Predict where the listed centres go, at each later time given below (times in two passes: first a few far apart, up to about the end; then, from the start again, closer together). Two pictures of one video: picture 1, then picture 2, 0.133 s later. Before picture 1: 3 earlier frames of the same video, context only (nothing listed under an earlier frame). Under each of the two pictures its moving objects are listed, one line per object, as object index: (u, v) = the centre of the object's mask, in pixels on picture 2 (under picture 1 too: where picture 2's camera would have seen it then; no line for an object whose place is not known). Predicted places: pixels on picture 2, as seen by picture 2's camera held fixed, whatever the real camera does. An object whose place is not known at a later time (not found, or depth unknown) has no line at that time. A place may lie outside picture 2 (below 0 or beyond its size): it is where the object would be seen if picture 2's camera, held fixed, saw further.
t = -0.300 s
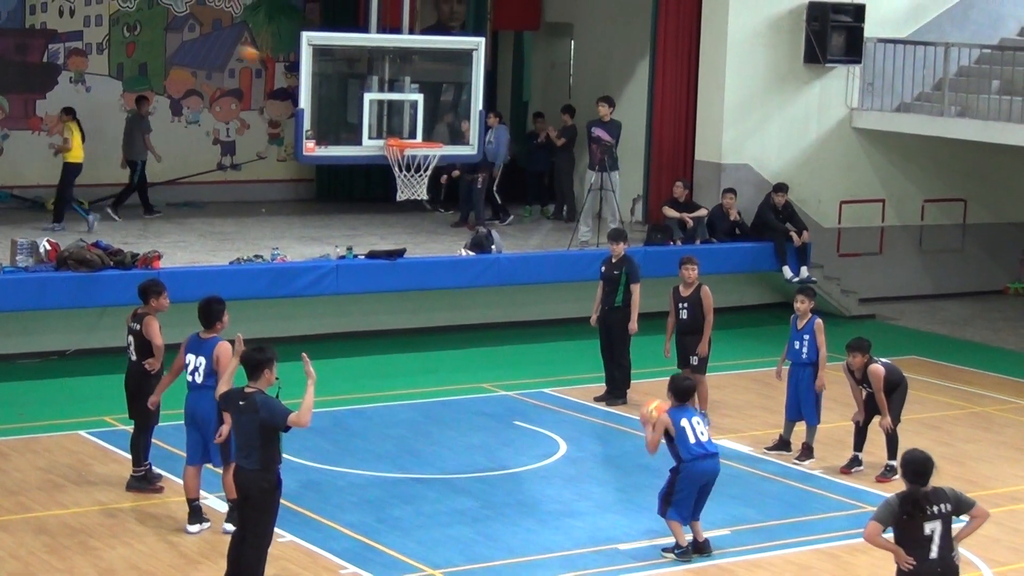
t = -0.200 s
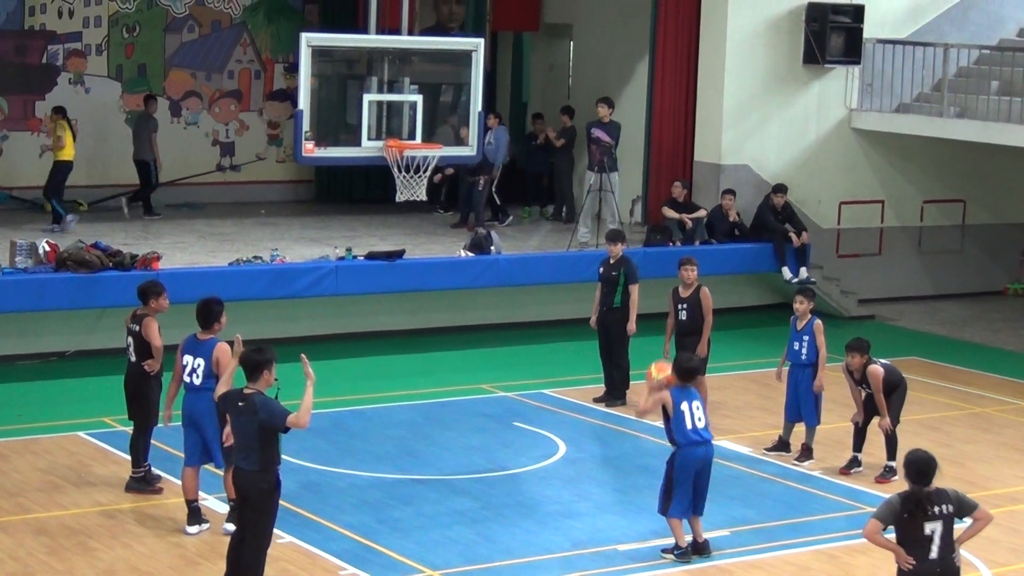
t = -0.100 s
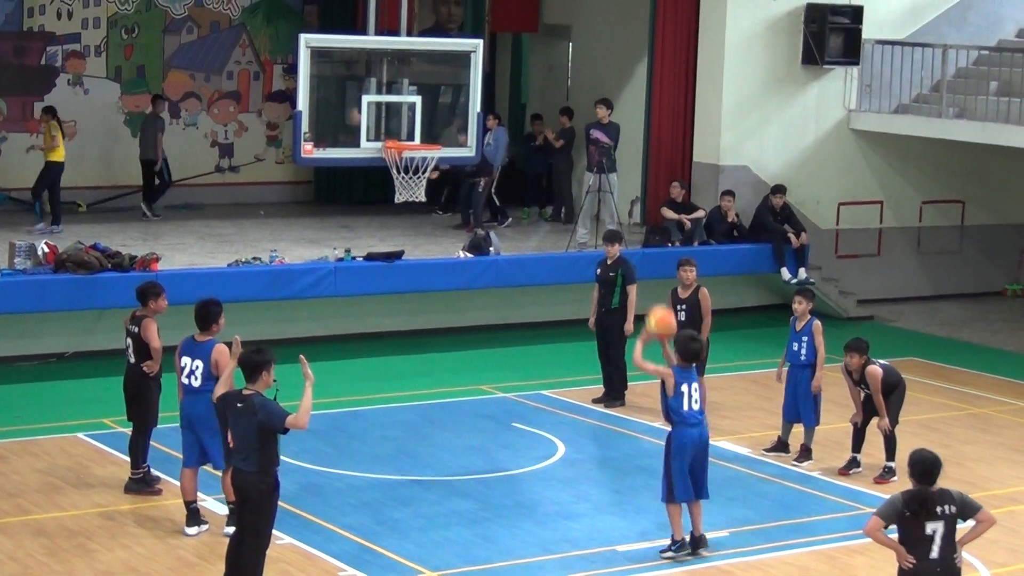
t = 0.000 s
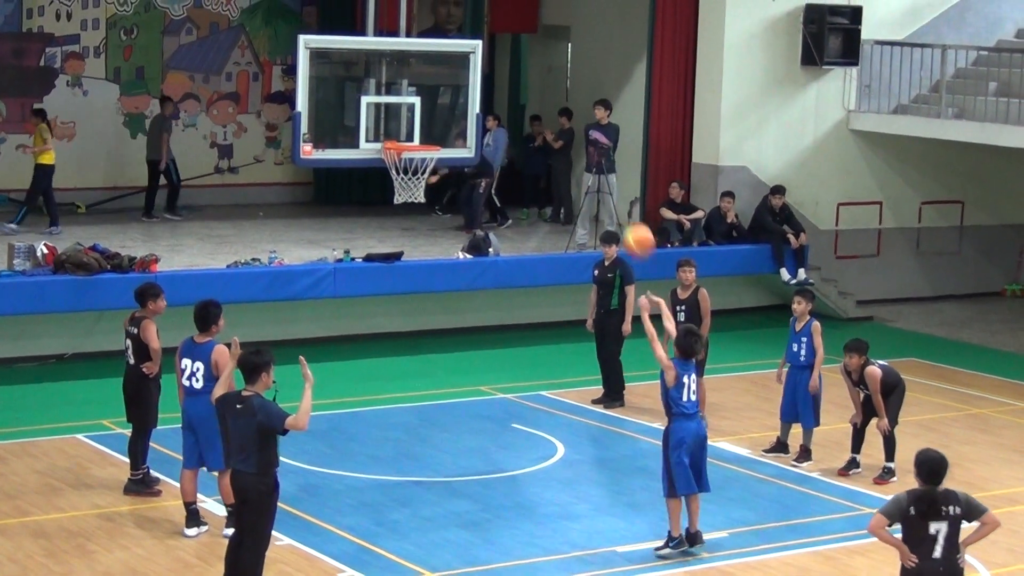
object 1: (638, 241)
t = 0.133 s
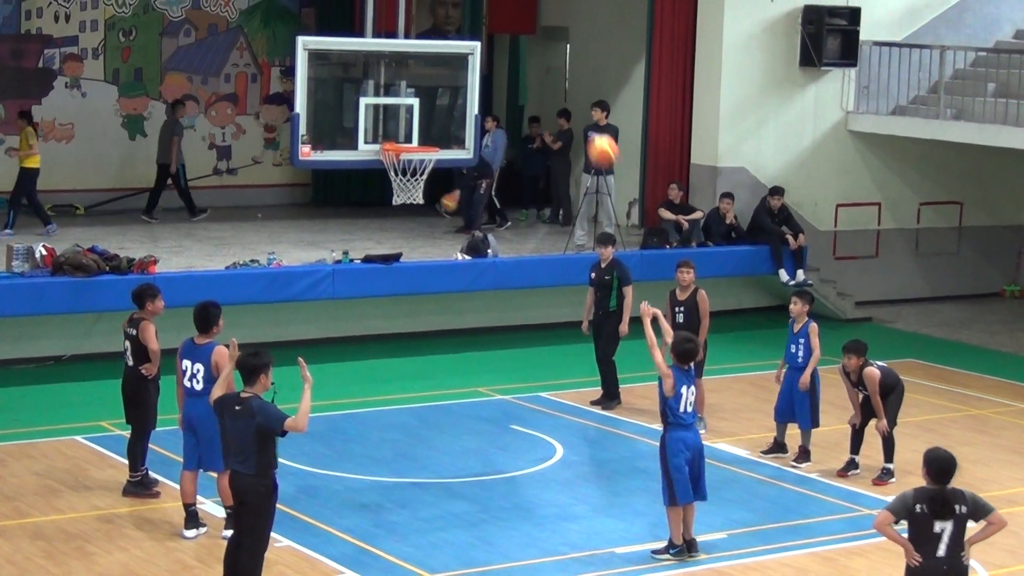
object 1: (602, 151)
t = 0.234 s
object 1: (577, 99)
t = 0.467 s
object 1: (519, 36)
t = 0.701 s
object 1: (463, 41)
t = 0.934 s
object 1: (410, 109)
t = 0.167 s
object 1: (594, 132)
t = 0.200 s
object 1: (585, 114)
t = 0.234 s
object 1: (577, 99)
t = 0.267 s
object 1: (569, 85)
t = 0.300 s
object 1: (561, 74)
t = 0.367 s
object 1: (544, 54)
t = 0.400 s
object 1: (536, 47)
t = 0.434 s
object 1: (527, 40)
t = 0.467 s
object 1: (519, 36)
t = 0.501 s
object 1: (511, 33)
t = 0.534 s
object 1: (503, 31)
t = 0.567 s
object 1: (495, 30)
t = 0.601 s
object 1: (487, 31)
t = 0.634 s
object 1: (479, 33)
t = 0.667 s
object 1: (472, 37)
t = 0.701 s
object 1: (463, 41)
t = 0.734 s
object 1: (455, 48)
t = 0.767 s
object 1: (448, 56)
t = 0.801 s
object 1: (440, 64)
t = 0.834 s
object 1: (433, 73)
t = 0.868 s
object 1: (426, 84)
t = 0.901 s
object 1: (419, 96)
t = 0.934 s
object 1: (410, 109)
